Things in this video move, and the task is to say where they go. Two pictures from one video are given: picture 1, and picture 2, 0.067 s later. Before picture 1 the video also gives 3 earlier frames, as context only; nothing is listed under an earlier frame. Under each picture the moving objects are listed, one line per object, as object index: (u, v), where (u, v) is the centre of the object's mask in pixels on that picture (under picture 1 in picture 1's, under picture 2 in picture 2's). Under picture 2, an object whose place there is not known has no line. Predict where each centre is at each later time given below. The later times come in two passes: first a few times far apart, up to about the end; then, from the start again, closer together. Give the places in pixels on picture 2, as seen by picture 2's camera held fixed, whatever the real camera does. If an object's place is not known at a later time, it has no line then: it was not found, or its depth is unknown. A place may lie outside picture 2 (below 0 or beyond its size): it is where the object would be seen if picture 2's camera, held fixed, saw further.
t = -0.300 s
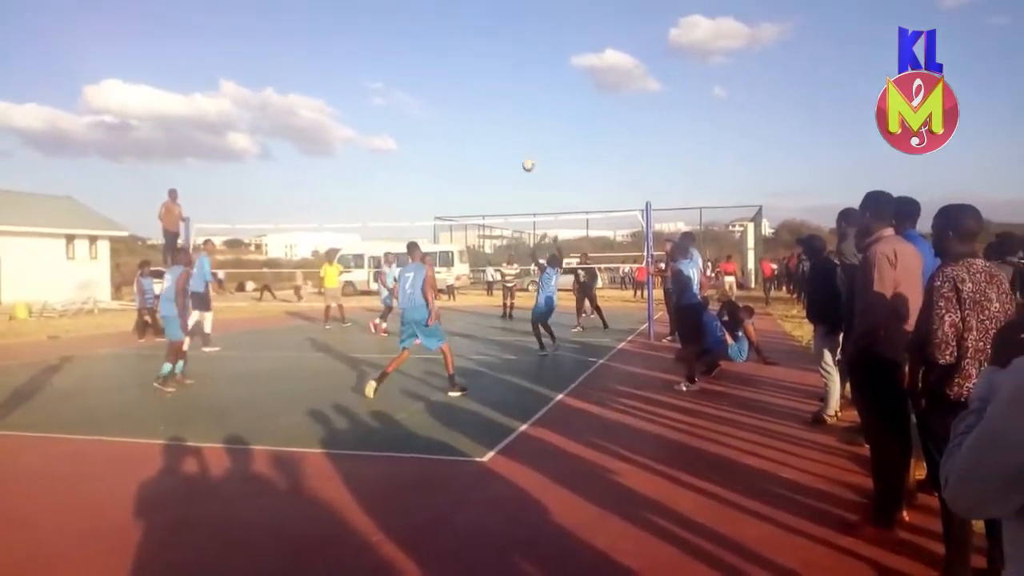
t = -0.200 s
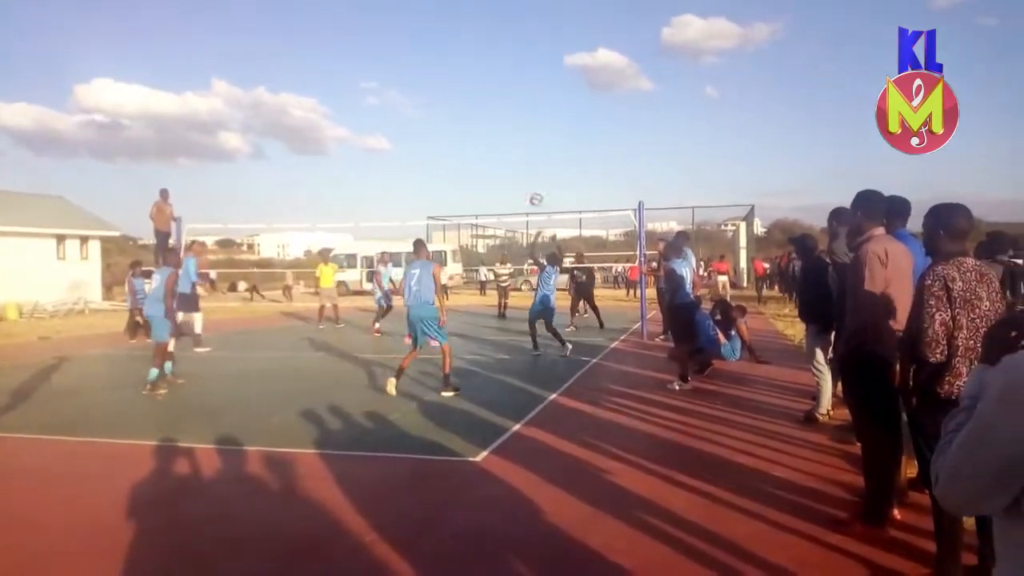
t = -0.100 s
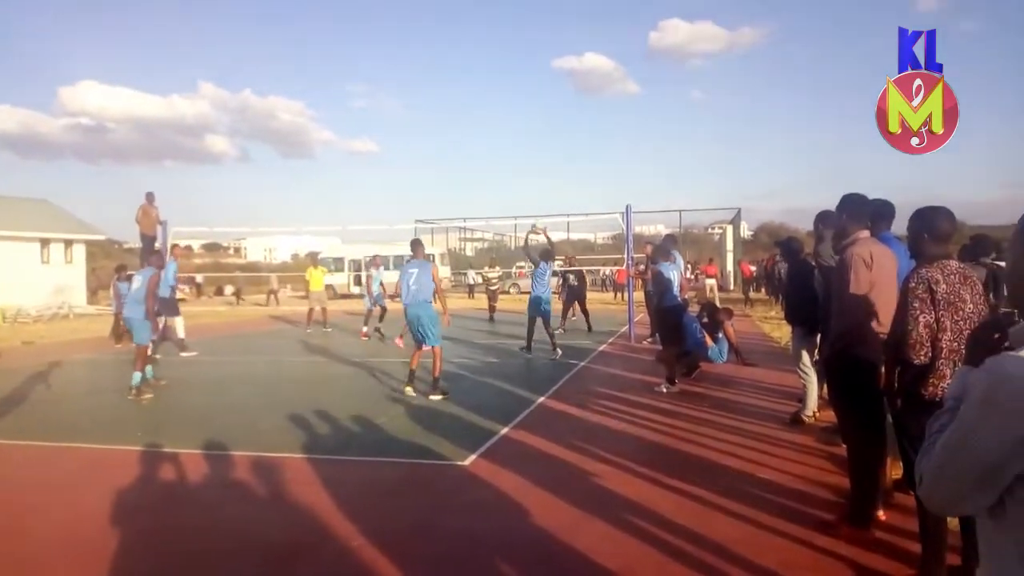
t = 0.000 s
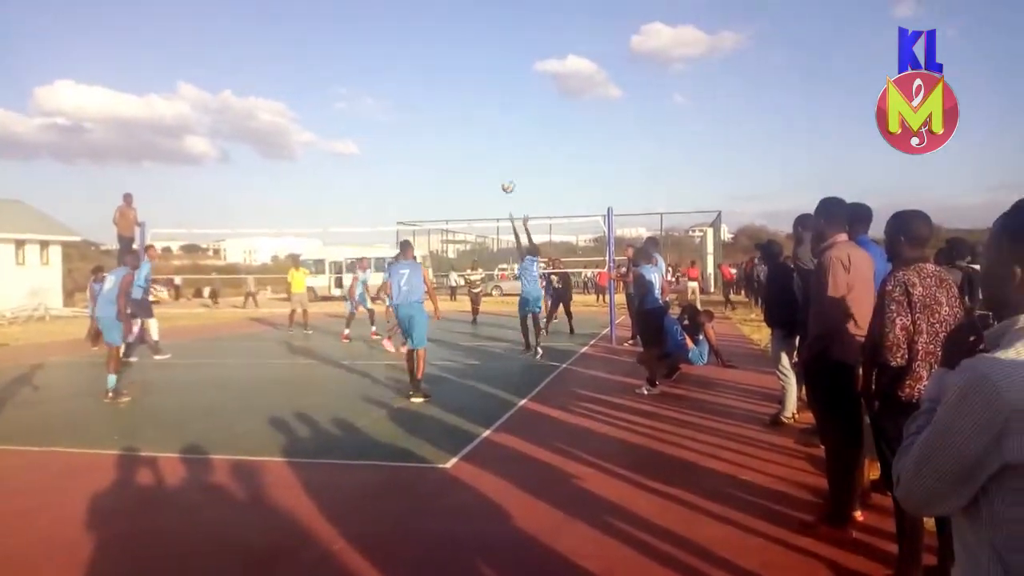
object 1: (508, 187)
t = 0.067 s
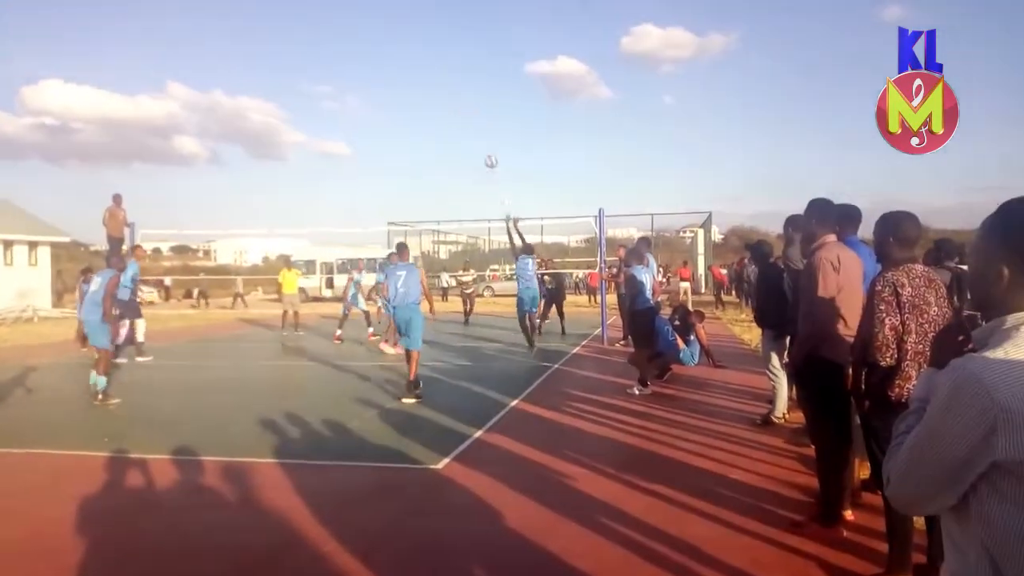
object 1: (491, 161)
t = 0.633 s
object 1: (426, 60)
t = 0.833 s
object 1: (409, 72)
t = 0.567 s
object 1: (434, 61)
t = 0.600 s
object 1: (430, 60)
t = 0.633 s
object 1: (426, 60)
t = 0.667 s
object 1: (423, 61)
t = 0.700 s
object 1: (420, 62)
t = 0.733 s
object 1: (417, 63)
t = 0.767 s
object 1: (415, 65)
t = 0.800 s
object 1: (412, 68)
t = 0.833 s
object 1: (409, 72)
